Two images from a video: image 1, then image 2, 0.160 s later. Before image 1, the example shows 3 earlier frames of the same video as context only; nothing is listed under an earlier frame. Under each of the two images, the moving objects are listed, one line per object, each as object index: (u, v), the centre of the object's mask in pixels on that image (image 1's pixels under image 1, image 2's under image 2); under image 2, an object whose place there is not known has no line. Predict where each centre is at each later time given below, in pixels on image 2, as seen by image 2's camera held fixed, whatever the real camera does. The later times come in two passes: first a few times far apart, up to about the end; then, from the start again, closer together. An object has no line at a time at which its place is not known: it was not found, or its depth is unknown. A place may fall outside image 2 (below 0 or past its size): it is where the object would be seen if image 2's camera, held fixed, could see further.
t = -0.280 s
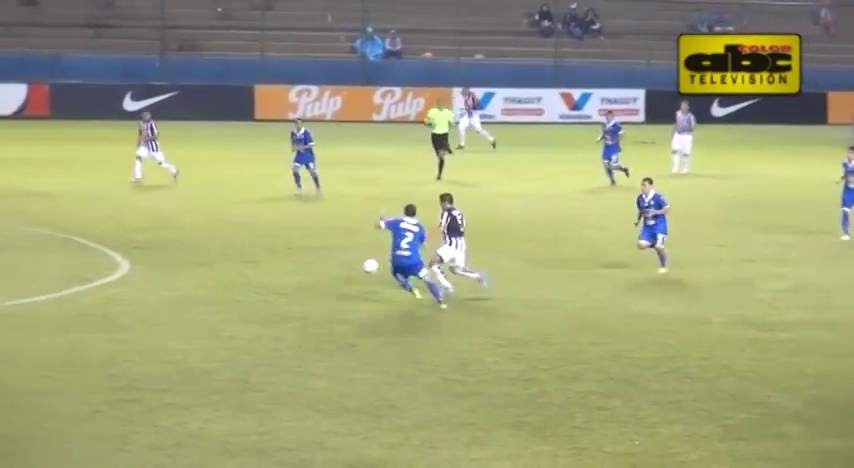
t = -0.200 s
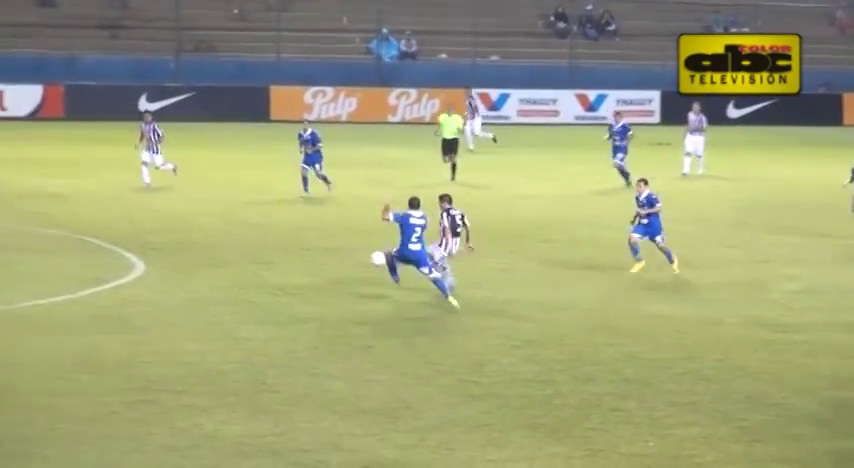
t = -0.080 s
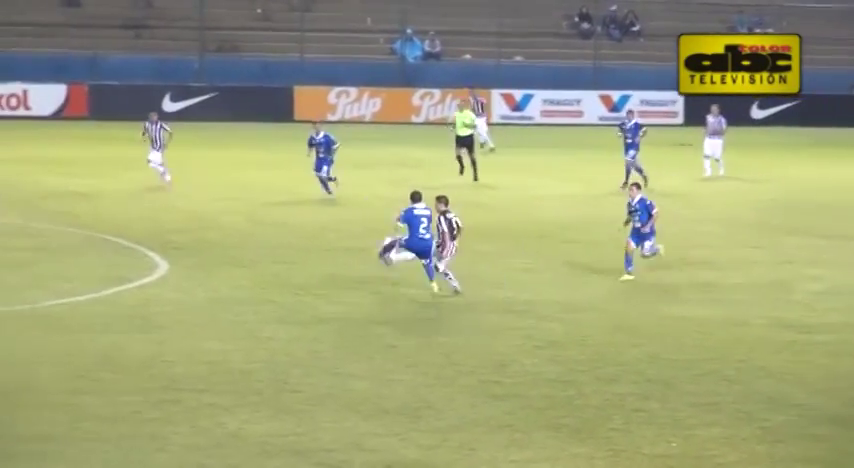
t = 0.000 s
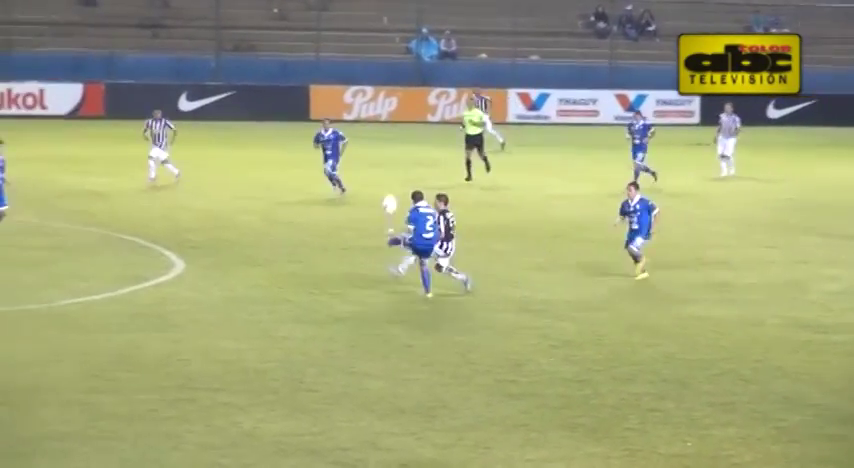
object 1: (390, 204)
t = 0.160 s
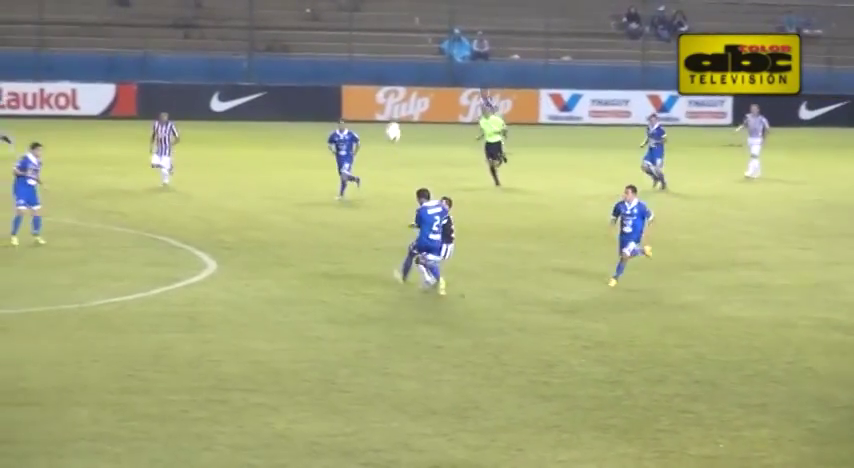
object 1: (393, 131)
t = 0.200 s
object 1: (386, 115)
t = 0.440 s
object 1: (349, 43)
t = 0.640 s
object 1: (315, 10)
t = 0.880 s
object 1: (275, 6)
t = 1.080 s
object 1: (239, 35)
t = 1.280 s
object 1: (202, 94)
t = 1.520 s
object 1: (159, 204)
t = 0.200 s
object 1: (386, 115)
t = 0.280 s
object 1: (374, 87)
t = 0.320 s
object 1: (368, 75)
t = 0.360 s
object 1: (362, 63)
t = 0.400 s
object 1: (355, 53)
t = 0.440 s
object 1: (349, 43)
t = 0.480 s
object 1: (342, 34)
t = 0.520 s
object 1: (335, 27)
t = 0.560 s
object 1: (328, 20)
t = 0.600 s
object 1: (321, 14)
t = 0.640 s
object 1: (315, 10)
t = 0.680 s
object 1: (309, 7)
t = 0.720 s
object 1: (302, 4)
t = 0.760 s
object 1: (295, 3)
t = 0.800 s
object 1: (288, 3)
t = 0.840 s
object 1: (281, 4)
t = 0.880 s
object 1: (275, 6)
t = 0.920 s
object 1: (267, 9)
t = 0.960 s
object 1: (260, 13)
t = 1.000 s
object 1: (253, 20)
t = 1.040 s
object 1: (246, 26)
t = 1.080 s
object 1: (239, 35)
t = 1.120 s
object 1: (232, 43)
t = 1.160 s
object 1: (224, 55)
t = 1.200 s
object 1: (217, 66)
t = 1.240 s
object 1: (210, 79)
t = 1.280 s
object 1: (202, 94)
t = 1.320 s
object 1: (195, 109)
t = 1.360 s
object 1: (188, 125)
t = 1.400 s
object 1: (181, 143)
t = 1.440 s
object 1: (174, 161)
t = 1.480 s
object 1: (166, 183)
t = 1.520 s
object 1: (159, 204)
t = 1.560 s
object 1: (151, 227)
